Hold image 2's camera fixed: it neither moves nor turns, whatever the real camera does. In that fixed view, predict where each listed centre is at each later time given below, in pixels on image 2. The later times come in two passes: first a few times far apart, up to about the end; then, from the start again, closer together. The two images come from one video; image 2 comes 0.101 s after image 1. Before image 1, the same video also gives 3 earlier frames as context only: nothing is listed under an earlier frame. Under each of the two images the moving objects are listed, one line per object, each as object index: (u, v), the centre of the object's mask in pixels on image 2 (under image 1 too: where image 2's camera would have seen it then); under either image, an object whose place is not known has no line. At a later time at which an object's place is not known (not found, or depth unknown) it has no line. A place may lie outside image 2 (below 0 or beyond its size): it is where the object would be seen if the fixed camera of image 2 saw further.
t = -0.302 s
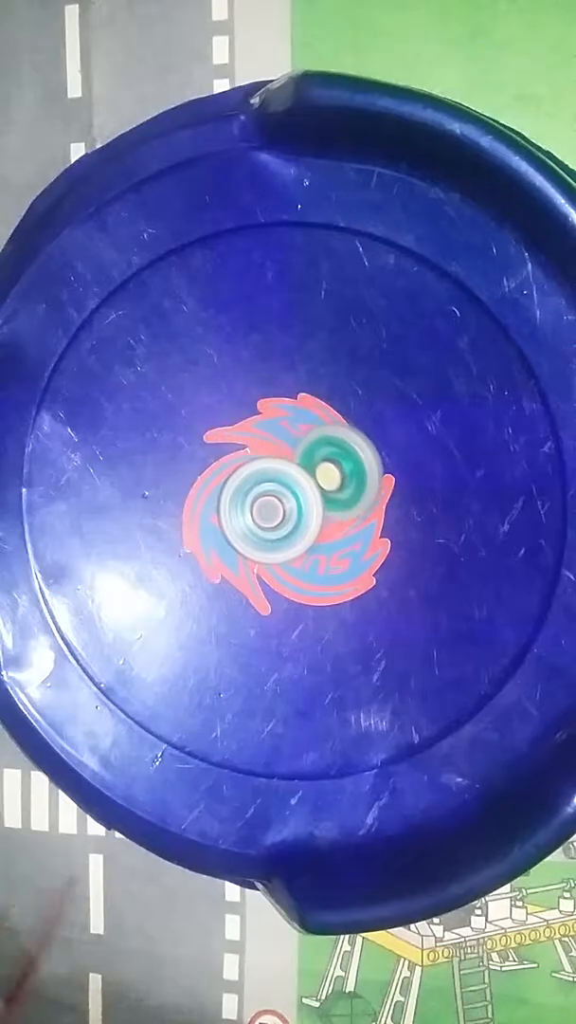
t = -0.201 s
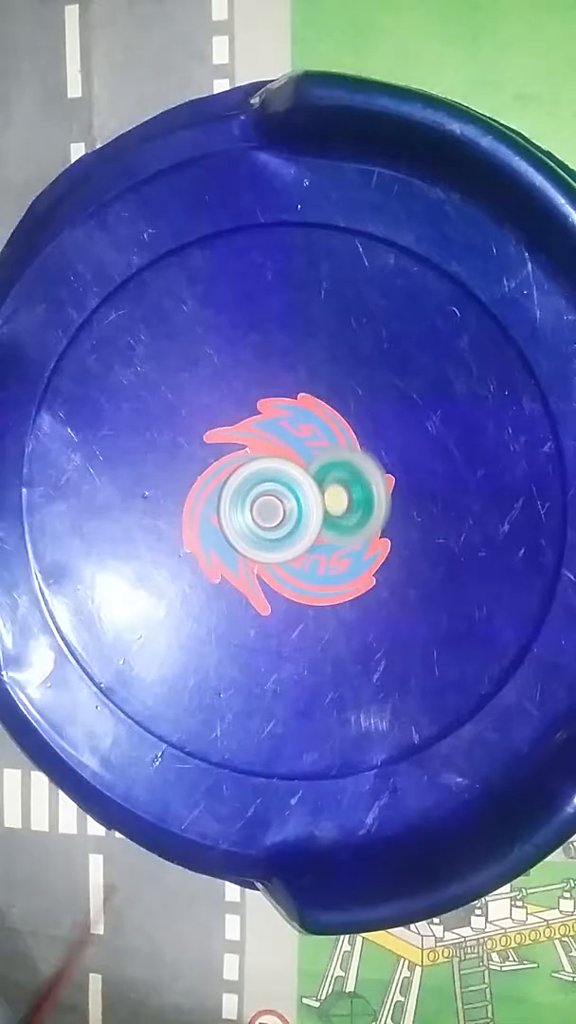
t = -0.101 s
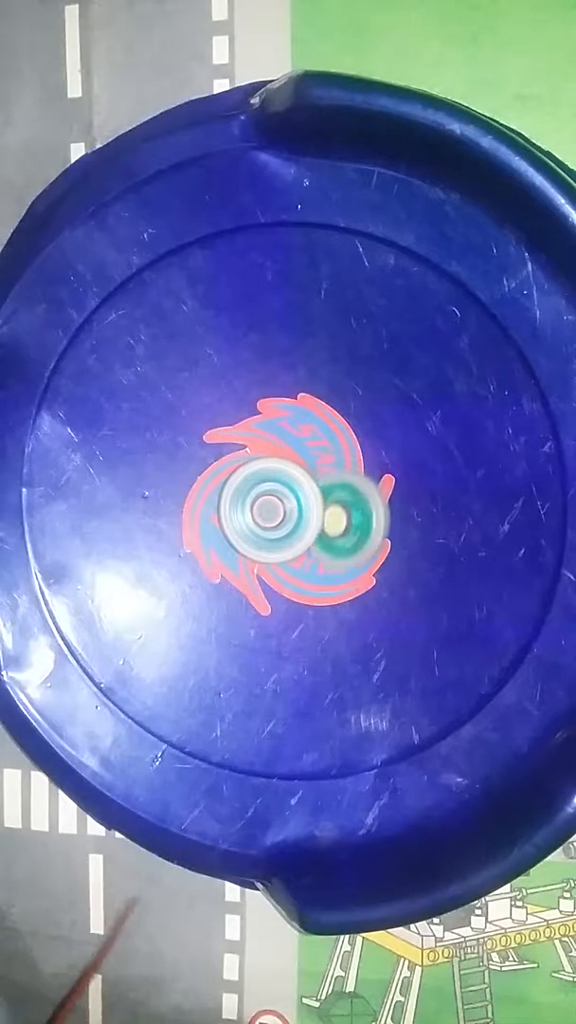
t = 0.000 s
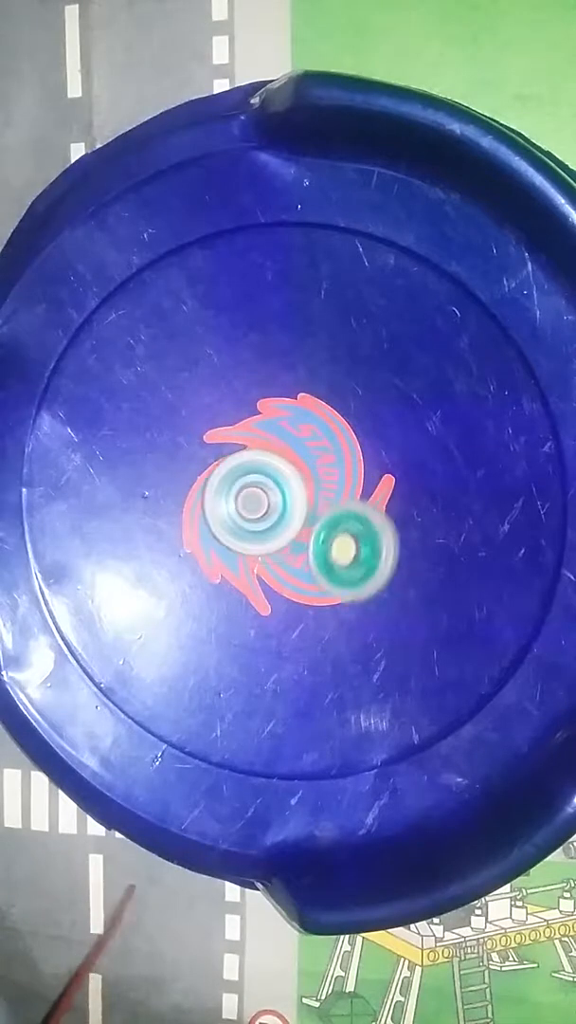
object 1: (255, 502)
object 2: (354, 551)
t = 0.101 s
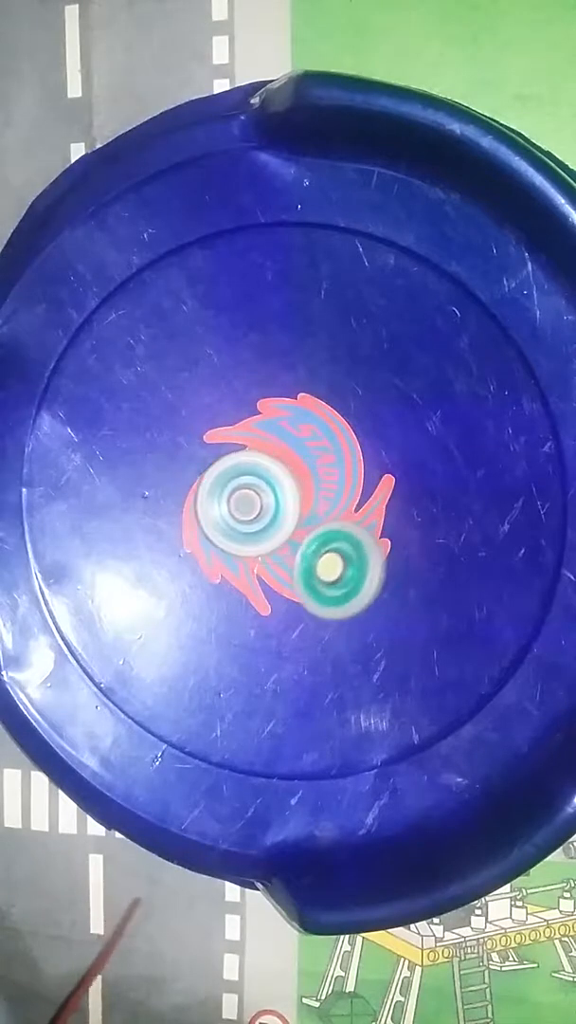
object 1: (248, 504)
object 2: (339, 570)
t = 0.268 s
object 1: (240, 507)
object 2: (305, 584)
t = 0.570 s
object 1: (241, 502)
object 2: (234, 579)
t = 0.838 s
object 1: (265, 467)
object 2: (196, 541)
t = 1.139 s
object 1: (313, 478)
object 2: (224, 473)
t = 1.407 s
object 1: (368, 502)
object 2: (309, 441)
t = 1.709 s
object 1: (354, 582)
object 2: (376, 473)
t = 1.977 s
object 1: (276, 608)
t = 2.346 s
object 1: (54, 573)
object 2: (265, 648)
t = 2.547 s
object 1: (45, 549)
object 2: (196, 602)
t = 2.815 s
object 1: (111, 484)
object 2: (215, 491)
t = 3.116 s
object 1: (278, 459)
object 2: (390, 298)
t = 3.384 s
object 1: (452, 476)
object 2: (191, 401)
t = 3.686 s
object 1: (448, 527)
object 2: (281, 707)
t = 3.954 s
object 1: (330, 569)
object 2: (267, 631)
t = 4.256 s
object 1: (128, 539)
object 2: (259, 628)
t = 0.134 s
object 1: (246, 504)
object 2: (333, 575)
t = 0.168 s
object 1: (244, 505)
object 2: (327, 578)
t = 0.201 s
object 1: (242, 505)
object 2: (320, 581)
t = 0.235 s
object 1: (241, 506)
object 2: (313, 583)
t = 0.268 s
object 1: (240, 507)
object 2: (305, 584)
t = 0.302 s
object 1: (239, 508)
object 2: (298, 585)
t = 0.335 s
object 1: (238, 508)
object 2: (290, 585)
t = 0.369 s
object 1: (238, 509)
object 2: (283, 585)
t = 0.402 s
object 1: (238, 509)
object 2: (276, 585)
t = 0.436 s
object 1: (238, 510)
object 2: (269, 584)
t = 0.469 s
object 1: (238, 505)
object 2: (258, 584)
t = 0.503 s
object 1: (240, 502)
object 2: (249, 585)
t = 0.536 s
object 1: (241, 502)
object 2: (241, 582)
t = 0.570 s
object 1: (241, 502)
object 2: (234, 579)
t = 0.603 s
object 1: (243, 499)
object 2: (227, 576)
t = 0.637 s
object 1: (251, 485)
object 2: (218, 575)
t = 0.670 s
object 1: (257, 477)
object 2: (211, 575)
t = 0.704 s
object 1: (259, 475)
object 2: (205, 572)
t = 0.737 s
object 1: (260, 472)
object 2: (201, 565)
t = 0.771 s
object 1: (261, 470)
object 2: (198, 558)
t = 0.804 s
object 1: (263, 468)
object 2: (196, 549)
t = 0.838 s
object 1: (265, 467)
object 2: (196, 541)
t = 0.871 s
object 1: (266, 466)
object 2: (197, 534)
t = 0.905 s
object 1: (268, 465)
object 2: (199, 527)
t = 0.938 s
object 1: (271, 464)
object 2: (200, 520)
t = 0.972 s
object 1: (272, 464)
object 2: (202, 514)
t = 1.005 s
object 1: (274, 464)
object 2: (204, 508)
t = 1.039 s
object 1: (281, 465)
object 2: (208, 500)
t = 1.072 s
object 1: (288, 469)
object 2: (212, 493)
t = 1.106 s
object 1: (302, 474)
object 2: (216, 481)
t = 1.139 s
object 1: (313, 478)
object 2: (224, 473)
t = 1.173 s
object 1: (321, 481)
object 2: (233, 466)
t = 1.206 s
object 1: (329, 483)
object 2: (243, 461)
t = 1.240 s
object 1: (338, 484)
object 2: (254, 455)
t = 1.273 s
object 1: (346, 487)
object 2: (265, 450)
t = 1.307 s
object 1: (354, 491)
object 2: (277, 447)
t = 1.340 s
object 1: (360, 495)
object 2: (288, 445)
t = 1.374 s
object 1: (364, 498)
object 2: (299, 443)
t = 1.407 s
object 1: (368, 502)
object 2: (309, 441)
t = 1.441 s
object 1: (371, 507)
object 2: (320, 442)
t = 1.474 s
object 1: (372, 512)
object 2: (331, 443)
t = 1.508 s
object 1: (371, 520)
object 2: (344, 445)
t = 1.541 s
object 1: (369, 531)
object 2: (355, 445)
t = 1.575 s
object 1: (366, 544)
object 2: (363, 449)
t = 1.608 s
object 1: (364, 556)
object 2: (369, 454)
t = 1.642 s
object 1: (362, 567)
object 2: (371, 460)
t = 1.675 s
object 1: (358, 576)
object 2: (374, 467)
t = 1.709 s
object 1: (354, 582)
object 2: (376, 473)
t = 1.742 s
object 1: (349, 589)
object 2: (377, 482)
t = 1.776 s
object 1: (344, 596)
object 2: (378, 488)
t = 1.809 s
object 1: (337, 600)
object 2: (377, 497)
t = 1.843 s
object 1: (330, 605)
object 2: (375, 506)
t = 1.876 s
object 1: (323, 608)
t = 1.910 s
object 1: (315, 611)
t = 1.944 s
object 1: (301, 612)
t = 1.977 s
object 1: (276, 608)
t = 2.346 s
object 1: (54, 573)
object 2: (265, 648)
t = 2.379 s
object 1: (46, 569)
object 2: (251, 643)
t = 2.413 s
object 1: (41, 566)
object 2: (240, 638)
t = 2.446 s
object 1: (38, 561)
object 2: (227, 633)
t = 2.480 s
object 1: (38, 558)
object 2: (215, 625)
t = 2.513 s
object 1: (41, 555)
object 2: (206, 615)
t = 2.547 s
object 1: (45, 549)
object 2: (196, 602)
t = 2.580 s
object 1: (49, 543)
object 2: (187, 588)
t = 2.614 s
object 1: (55, 536)
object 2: (181, 576)
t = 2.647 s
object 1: (64, 528)
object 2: (177, 562)
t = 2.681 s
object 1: (74, 521)
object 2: (173, 547)
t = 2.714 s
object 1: (77, 510)
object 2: (182, 534)
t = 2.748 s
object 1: (85, 498)
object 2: (193, 521)
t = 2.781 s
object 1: (99, 491)
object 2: (203, 506)
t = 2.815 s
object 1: (111, 484)
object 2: (215, 491)
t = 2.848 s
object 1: (118, 474)
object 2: (248, 481)
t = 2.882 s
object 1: (131, 467)
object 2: (277, 464)
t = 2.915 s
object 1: (146, 463)
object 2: (309, 441)
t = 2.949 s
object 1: (162, 460)
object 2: (335, 418)
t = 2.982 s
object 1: (180, 459)
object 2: (356, 394)
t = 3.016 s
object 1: (201, 458)
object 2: (372, 371)
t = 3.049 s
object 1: (225, 458)
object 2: (384, 347)
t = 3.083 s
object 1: (250, 458)
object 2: (390, 322)
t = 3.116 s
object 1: (278, 459)
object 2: (390, 298)
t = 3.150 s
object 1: (306, 462)
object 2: (379, 280)
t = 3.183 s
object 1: (332, 463)
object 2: (361, 268)
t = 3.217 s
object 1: (362, 465)
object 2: (334, 261)
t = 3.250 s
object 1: (388, 468)
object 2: (303, 265)
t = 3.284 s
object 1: (408, 470)
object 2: (272, 285)
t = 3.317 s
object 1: (425, 472)
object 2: (238, 316)
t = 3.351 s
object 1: (440, 474)
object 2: (212, 353)
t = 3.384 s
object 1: (452, 476)
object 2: (191, 401)
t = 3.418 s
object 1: (461, 478)
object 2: (175, 448)
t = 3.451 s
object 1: (466, 481)
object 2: (172, 504)
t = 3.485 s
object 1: (469, 485)
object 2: (177, 560)
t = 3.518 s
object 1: (469, 490)
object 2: (194, 601)
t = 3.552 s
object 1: (468, 496)
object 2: (211, 645)
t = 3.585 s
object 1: (465, 503)
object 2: (227, 674)
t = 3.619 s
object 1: (461, 511)
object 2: (244, 695)
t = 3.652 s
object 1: (455, 519)
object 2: (263, 706)
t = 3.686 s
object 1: (448, 527)
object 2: (281, 707)
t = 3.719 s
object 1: (438, 535)
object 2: (292, 704)
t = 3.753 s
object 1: (428, 541)
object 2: (295, 695)
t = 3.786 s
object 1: (416, 547)
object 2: (294, 684)
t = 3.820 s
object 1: (403, 552)
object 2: (291, 672)
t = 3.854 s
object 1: (389, 557)
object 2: (287, 659)
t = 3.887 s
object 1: (372, 561)
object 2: (282, 646)
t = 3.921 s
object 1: (352, 565)
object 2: (276, 635)
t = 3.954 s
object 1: (330, 569)
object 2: (267, 631)
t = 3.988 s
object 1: (309, 571)
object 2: (259, 634)
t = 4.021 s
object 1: (290, 562)
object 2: (252, 639)
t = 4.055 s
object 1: (271, 554)
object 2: (249, 642)
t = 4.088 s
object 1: (246, 548)
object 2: (248, 644)
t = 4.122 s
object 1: (219, 543)
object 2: (247, 643)
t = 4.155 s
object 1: (194, 539)
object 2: (248, 642)
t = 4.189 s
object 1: (168, 540)
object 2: (249, 638)
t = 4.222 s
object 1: (146, 539)
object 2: (253, 632)
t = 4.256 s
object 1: (128, 539)
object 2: (259, 628)
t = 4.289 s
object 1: (115, 537)
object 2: (268, 624)
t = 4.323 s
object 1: (103, 534)
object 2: (276, 622)
